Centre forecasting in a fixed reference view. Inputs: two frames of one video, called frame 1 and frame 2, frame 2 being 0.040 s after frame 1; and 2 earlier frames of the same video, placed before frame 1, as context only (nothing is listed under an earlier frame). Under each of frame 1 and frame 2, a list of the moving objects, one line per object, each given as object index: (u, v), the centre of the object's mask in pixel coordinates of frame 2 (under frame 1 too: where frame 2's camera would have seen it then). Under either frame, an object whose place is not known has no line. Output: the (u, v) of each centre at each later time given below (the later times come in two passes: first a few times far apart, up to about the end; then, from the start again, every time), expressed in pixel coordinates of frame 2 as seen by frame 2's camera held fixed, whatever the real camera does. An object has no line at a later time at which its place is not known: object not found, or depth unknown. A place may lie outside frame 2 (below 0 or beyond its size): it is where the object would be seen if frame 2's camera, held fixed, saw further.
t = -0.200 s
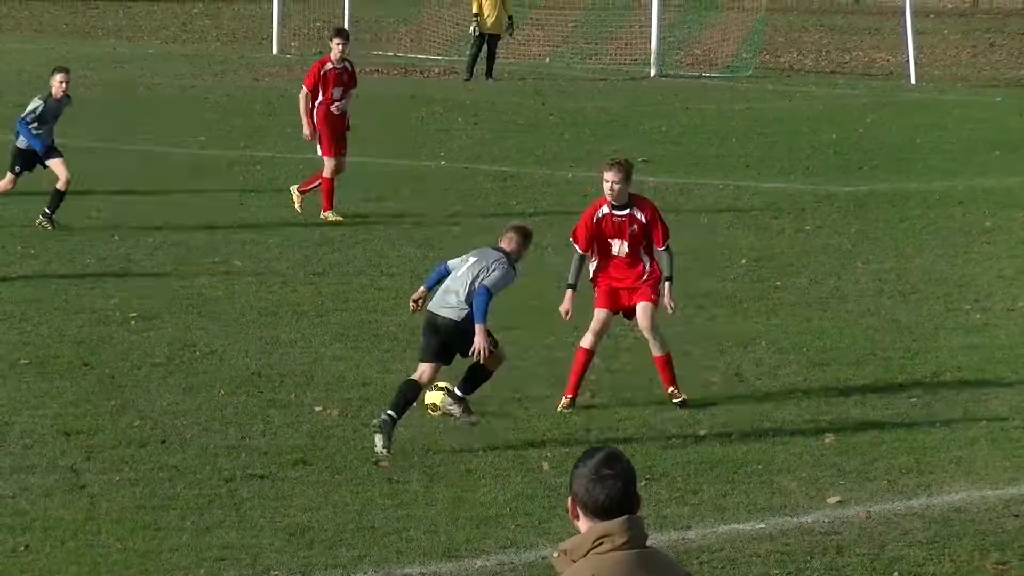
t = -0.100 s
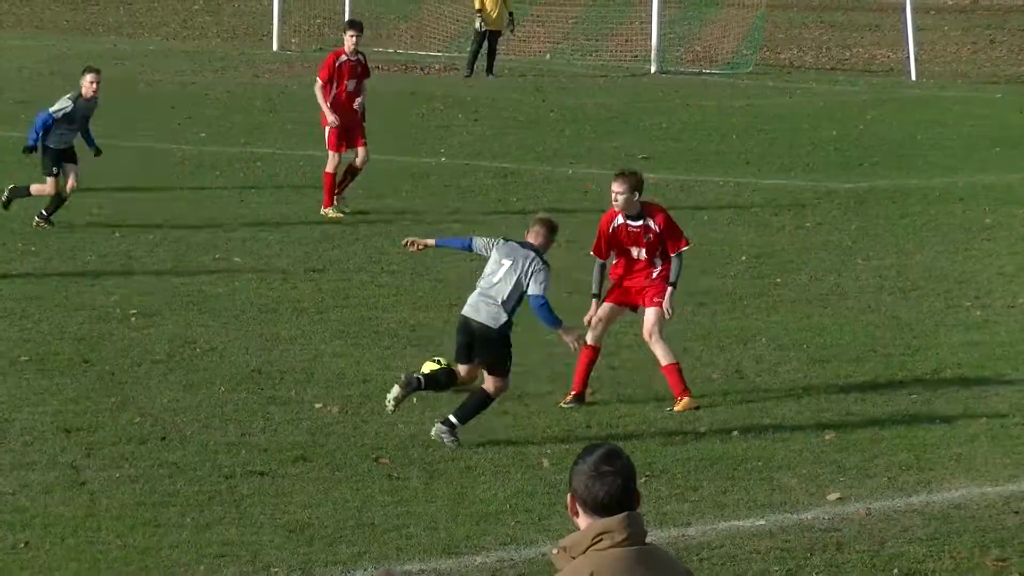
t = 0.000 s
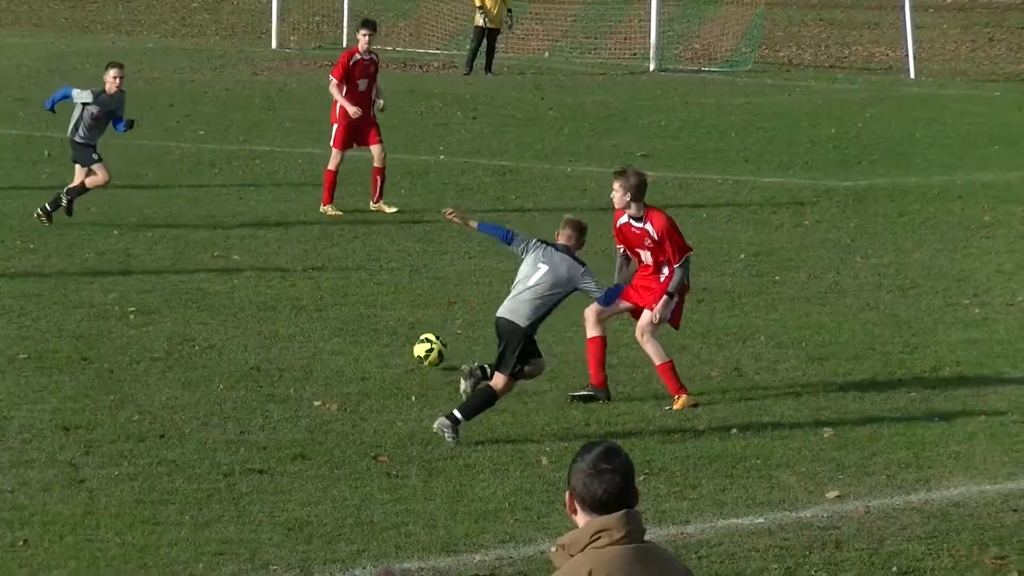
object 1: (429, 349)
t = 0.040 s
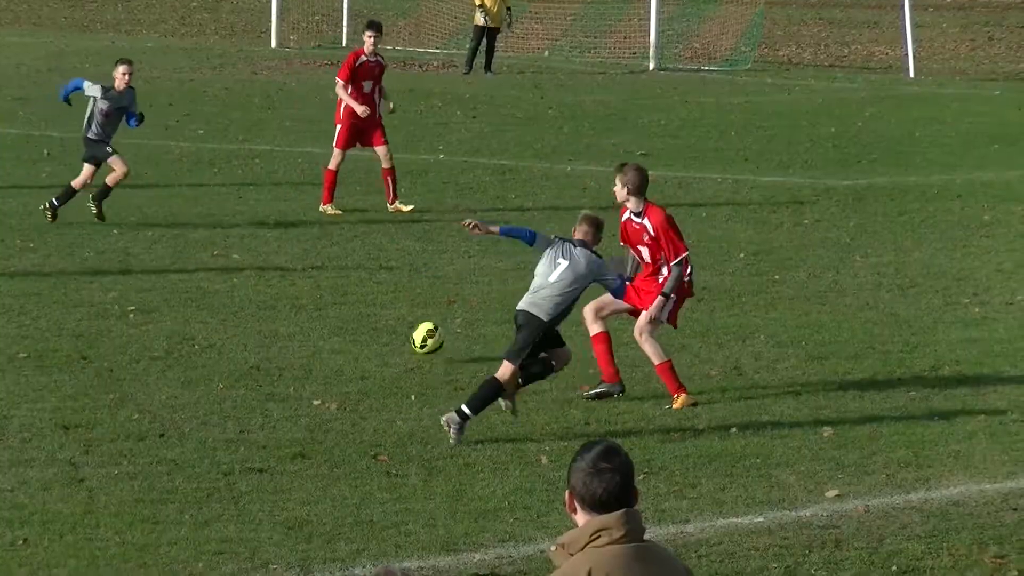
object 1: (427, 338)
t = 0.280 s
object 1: (408, 311)
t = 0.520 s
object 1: (390, 294)
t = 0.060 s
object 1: (425, 333)
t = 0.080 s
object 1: (424, 330)
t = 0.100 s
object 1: (422, 327)
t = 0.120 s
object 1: (421, 325)
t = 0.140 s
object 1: (419, 323)
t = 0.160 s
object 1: (418, 323)
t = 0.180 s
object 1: (416, 322)
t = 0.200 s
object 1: (415, 323)
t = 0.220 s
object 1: (414, 323)
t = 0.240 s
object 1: (412, 322)
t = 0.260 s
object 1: (409, 316)
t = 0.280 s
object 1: (408, 311)
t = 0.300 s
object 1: (407, 306)
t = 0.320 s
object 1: (405, 302)
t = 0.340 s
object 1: (405, 299)
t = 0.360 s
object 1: (403, 296)
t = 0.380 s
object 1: (401, 294)
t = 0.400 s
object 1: (399, 293)
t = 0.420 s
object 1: (398, 291)
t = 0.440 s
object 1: (397, 291)
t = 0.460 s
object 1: (395, 292)
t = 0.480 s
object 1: (394, 292)
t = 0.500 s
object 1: (392, 293)
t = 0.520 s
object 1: (390, 294)
